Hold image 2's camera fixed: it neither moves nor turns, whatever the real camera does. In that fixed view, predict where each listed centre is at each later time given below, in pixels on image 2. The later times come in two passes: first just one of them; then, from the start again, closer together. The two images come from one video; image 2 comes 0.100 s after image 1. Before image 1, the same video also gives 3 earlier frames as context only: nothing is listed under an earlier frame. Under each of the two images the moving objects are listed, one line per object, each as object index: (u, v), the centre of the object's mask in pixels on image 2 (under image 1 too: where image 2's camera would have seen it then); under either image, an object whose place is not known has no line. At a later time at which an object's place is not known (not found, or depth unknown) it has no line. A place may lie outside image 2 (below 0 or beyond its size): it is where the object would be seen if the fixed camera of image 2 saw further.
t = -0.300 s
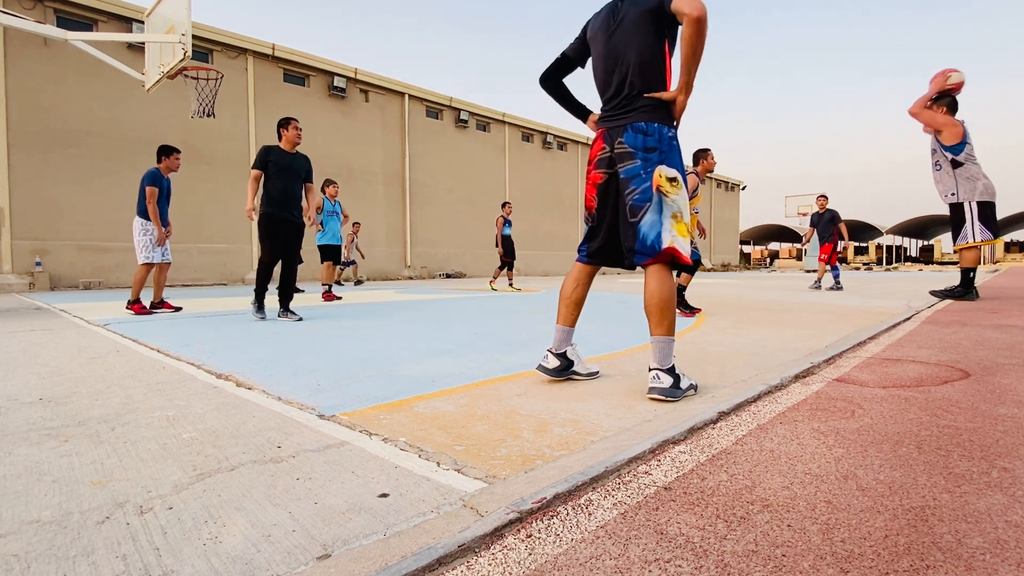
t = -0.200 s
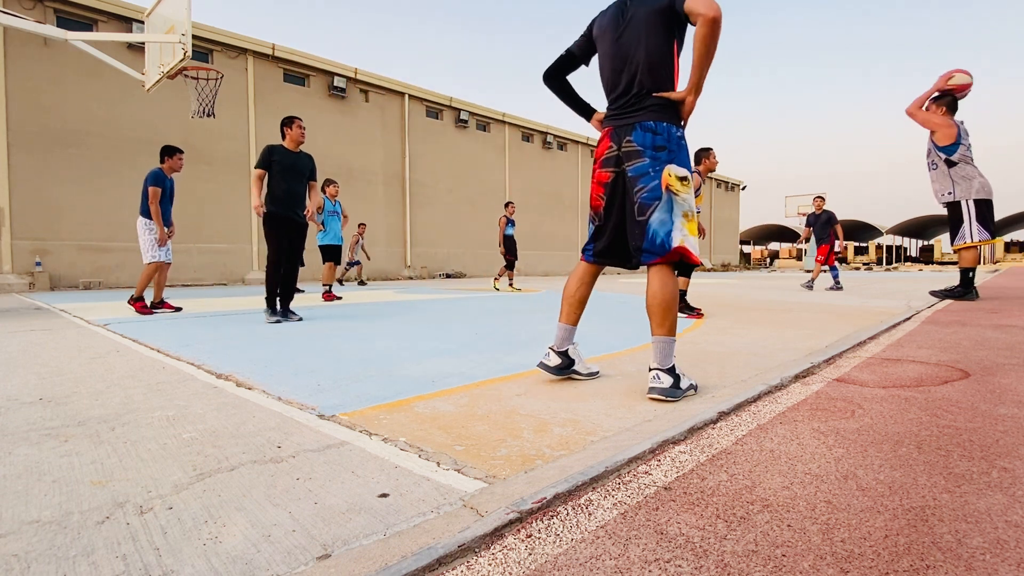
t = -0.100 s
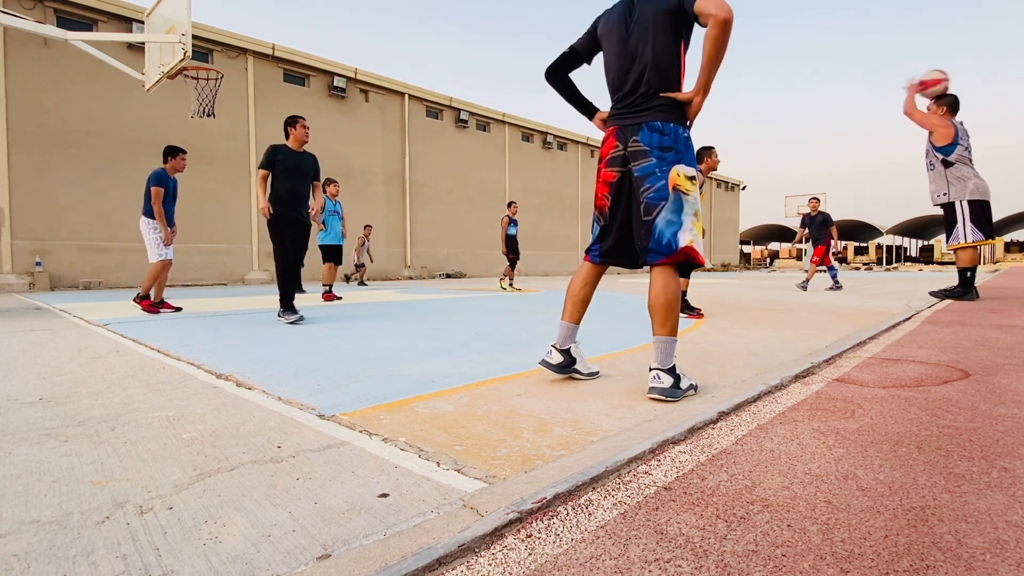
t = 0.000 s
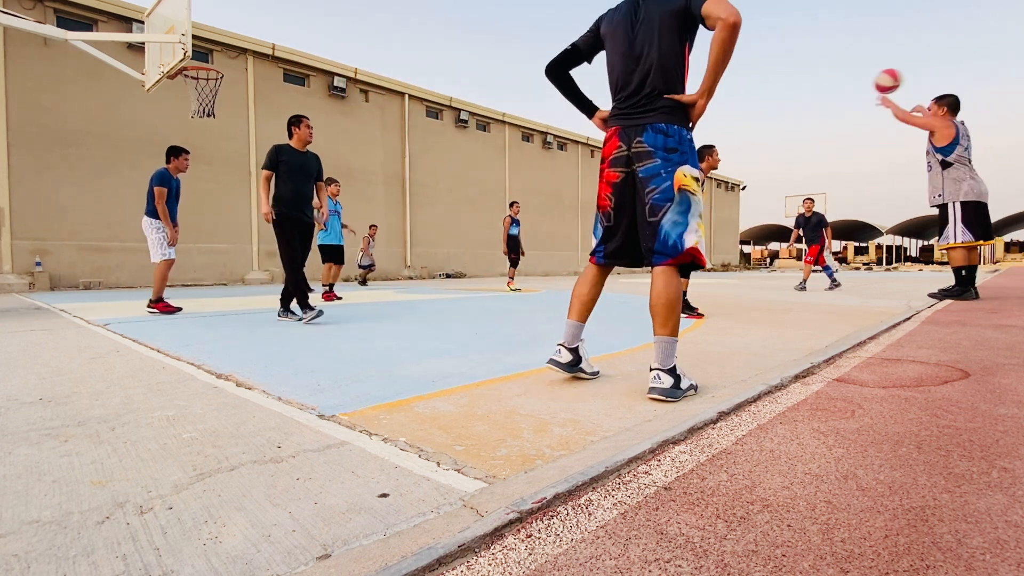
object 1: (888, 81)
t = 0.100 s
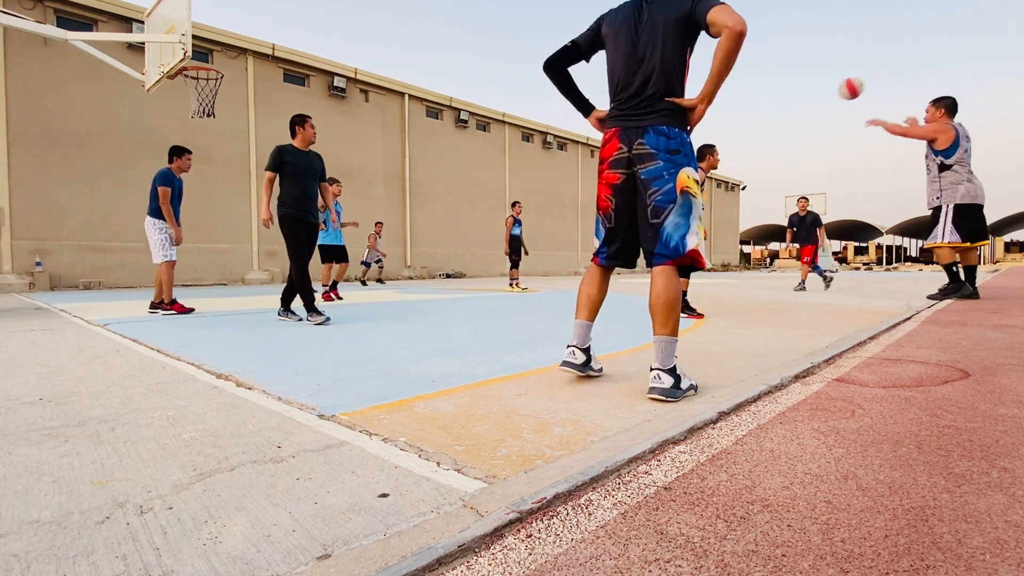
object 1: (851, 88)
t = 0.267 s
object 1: (804, 115)
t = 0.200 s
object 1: (821, 102)
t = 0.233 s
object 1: (812, 108)
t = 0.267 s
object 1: (804, 115)
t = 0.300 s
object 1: (796, 121)
